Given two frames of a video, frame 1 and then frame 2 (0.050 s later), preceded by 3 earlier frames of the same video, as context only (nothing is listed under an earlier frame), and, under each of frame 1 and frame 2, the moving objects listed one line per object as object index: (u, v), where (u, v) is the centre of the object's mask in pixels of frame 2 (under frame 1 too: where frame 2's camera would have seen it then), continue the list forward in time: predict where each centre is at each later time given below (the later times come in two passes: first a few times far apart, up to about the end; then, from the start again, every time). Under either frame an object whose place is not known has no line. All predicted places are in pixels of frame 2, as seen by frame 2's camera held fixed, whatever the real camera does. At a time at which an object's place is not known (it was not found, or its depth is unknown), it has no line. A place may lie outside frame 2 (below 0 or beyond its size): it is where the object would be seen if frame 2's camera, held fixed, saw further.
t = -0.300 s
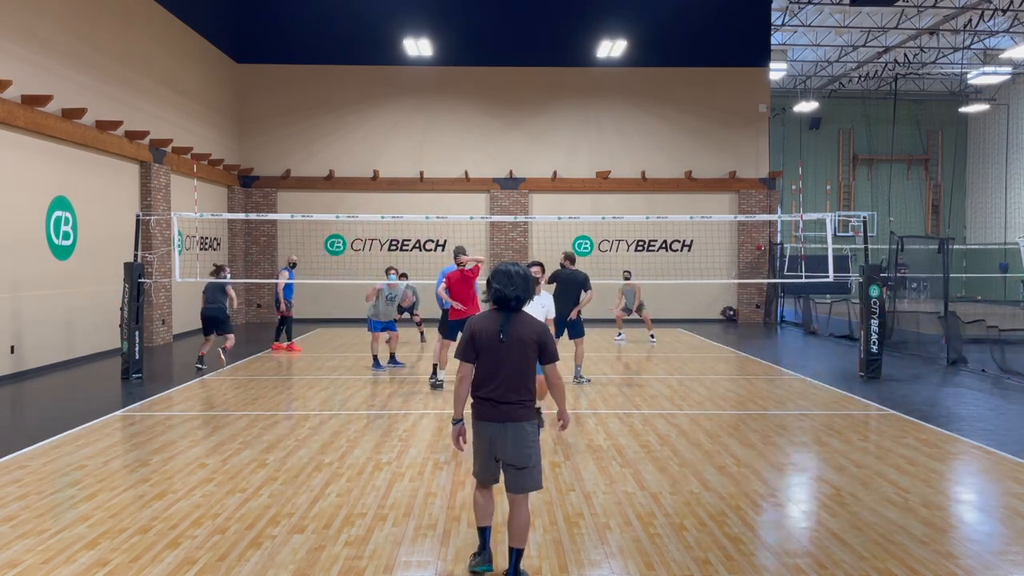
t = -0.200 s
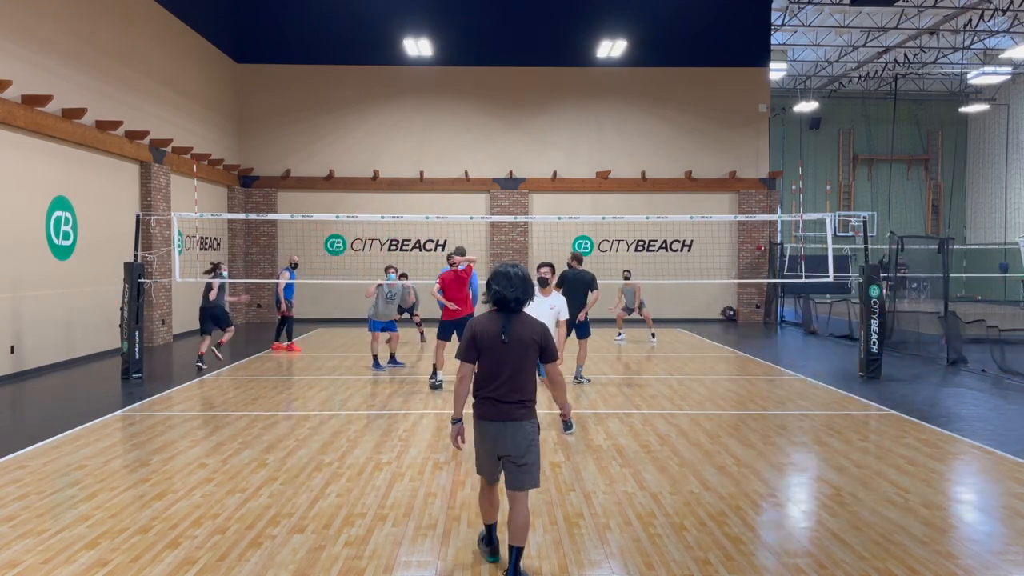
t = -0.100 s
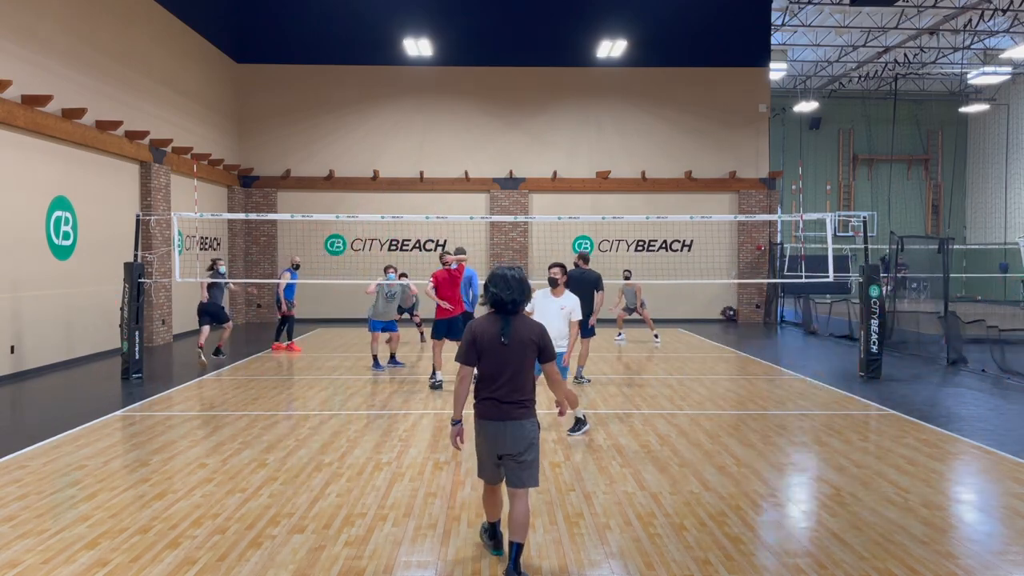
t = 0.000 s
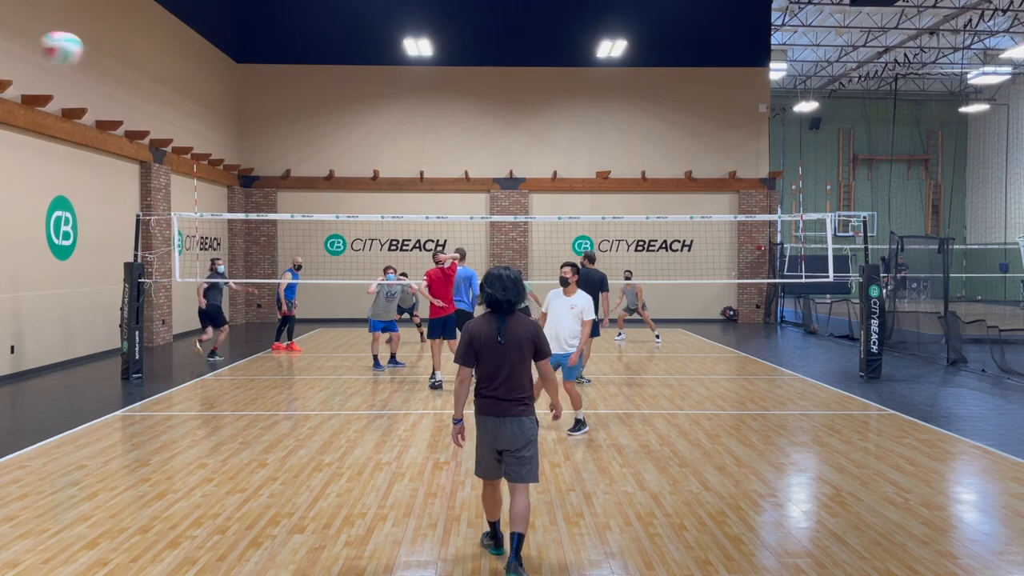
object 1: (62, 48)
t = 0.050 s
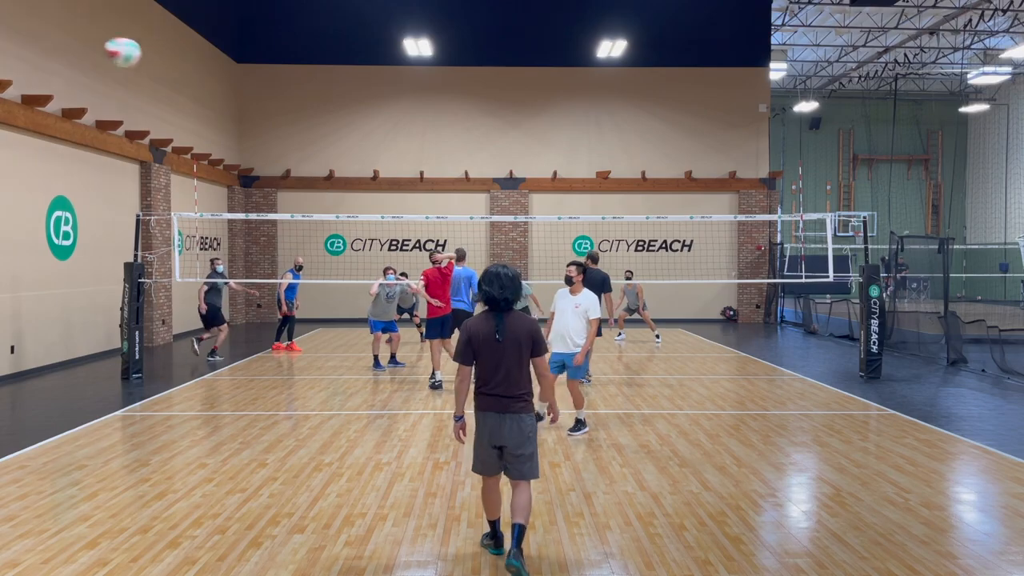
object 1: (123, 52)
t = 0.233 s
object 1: (263, 75)
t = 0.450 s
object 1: (351, 117)
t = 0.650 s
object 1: (399, 169)
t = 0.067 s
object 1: (141, 53)
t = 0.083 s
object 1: (157, 55)
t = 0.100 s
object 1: (172, 57)
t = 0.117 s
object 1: (186, 59)
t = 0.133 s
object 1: (199, 61)
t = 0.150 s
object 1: (212, 63)
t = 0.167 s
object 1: (223, 66)
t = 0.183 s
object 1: (234, 68)
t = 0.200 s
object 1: (244, 70)
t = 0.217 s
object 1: (254, 73)
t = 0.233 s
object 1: (263, 75)
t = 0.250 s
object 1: (272, 78)
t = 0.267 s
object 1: (280, 81)
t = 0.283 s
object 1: (288, 83)
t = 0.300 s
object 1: (296, 86)
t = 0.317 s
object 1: (303, 89)
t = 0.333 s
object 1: (310, 92)
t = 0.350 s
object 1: (317, 95)
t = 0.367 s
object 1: (323, 99)
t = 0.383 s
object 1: (329, 102)
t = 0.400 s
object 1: (335, 106)
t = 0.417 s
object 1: (341, 109)
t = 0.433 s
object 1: (346, 113)
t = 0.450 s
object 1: (351, 117)
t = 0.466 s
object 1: (356, 121)
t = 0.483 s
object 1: (361, 125)
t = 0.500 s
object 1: (366, 129)
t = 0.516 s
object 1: (370, 133)
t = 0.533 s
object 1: (374, 138)
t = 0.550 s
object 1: (378, 142)
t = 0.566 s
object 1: (382, 146)
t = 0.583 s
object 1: (385, 151)
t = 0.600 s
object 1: (389, 156)
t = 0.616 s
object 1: (392, 160)
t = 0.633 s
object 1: (396, 165)
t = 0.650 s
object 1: (399, 169)
